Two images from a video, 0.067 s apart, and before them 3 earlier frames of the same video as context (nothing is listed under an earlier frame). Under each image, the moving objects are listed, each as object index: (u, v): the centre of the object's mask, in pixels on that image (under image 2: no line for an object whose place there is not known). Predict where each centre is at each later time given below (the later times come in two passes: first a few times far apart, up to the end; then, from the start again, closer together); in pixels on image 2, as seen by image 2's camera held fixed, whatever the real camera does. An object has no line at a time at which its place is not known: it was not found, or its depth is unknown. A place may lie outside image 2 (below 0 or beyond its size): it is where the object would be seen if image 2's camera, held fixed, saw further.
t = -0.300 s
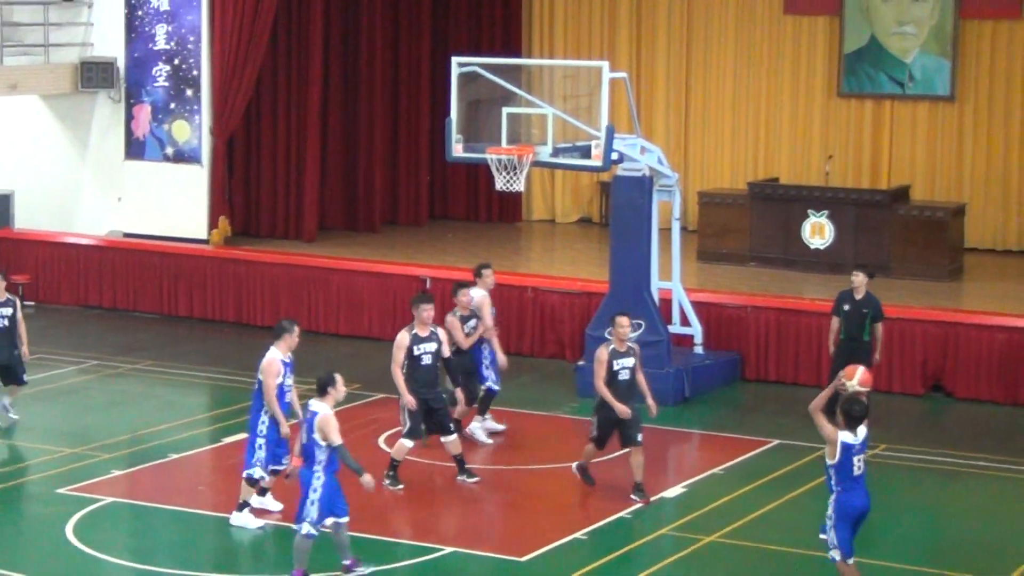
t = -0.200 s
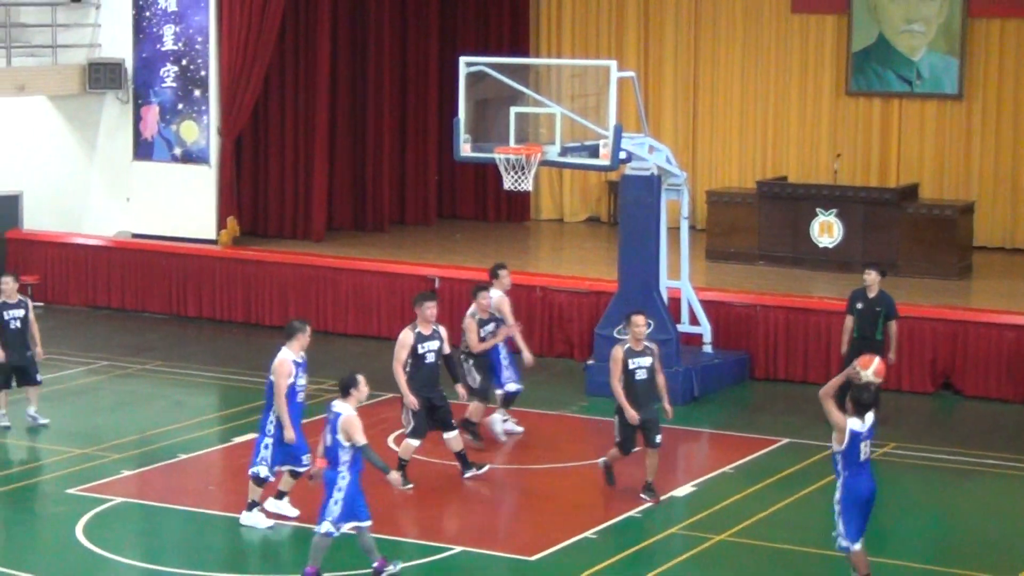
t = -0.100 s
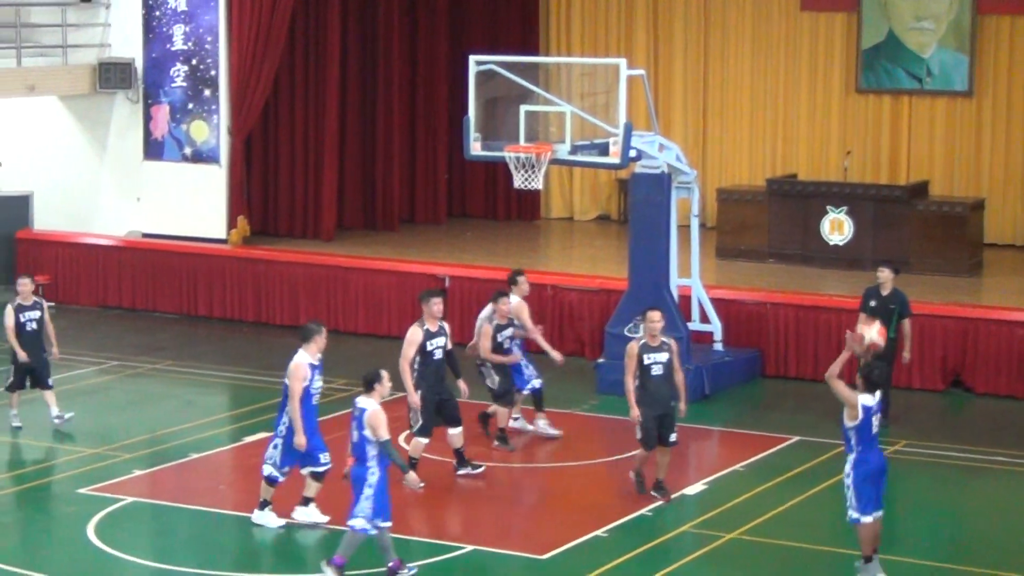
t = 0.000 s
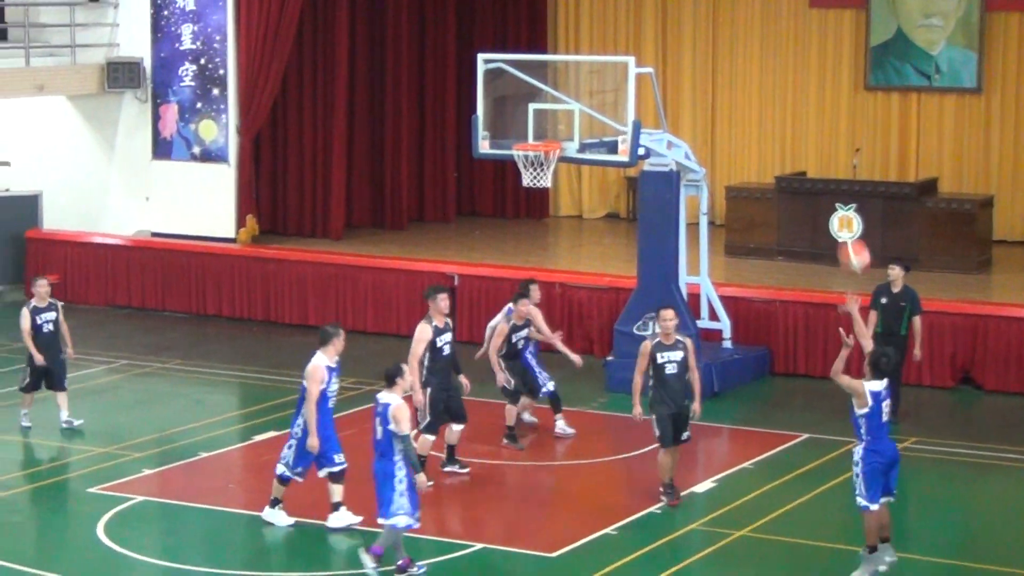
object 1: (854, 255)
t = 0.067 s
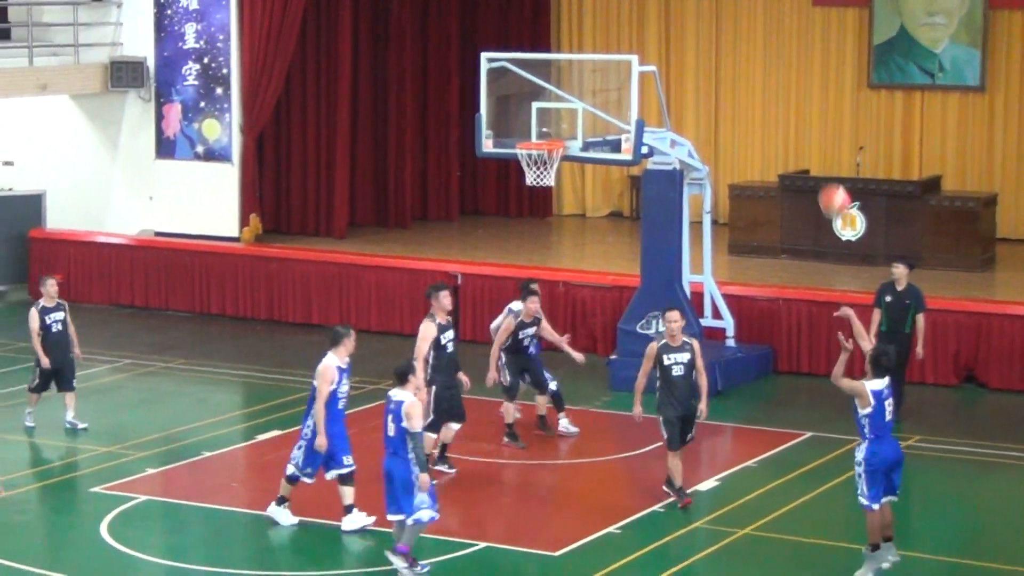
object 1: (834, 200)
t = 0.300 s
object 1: (763, 73)
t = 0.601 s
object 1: (679, 17)
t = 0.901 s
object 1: (605, 48)
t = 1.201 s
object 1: (556, 123)
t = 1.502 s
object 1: (584, 80)
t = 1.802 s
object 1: (616, 126)
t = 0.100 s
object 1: (824, 178)
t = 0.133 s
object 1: (814, 156)
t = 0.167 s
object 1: (804, 137)
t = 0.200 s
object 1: (792, 119)
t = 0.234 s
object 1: (782, 101)
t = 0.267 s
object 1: (772, 86)
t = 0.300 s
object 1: (763, 73)
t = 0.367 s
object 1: (743, 49)
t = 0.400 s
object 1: (734, 39)
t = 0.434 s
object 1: (725, 31)
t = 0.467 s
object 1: (715, 24)
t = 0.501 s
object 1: (706, 20)
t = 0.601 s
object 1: (679, 17)
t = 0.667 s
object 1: (663, 18)
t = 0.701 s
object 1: (655, 19)
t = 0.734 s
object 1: (646, 21)
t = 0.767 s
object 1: (637, 22)
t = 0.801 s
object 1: (629, 26)
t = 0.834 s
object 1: (622, 32)
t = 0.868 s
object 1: (613, 40)
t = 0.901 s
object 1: (605, 48)
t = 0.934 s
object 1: (597, 58)
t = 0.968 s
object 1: (590, 68)
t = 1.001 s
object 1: (583, 80)
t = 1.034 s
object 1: (575, 91)
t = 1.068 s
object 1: (568, 105)
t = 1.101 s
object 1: (560, 120)
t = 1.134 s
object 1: (553, 133)
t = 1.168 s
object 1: (553, 133)
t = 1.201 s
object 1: (556, 123)
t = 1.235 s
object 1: (558, 116)
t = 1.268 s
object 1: (561, 108)
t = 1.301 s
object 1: (565, 101)
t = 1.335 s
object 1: (568, 94)
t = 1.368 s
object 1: (571, 89)
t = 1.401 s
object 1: (574, 85)
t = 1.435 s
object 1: (578, 83)
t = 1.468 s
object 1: (581, 81)
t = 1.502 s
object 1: (584, 80)
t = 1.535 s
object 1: (588, 81)
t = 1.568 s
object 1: (591, 83)
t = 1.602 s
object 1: (594, 85)
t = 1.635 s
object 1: (598, 89)
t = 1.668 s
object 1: (601, 94)
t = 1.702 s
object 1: (605, 101)
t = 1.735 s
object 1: (608, 107)
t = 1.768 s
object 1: (611, 116)
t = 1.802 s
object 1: (616, 126)
